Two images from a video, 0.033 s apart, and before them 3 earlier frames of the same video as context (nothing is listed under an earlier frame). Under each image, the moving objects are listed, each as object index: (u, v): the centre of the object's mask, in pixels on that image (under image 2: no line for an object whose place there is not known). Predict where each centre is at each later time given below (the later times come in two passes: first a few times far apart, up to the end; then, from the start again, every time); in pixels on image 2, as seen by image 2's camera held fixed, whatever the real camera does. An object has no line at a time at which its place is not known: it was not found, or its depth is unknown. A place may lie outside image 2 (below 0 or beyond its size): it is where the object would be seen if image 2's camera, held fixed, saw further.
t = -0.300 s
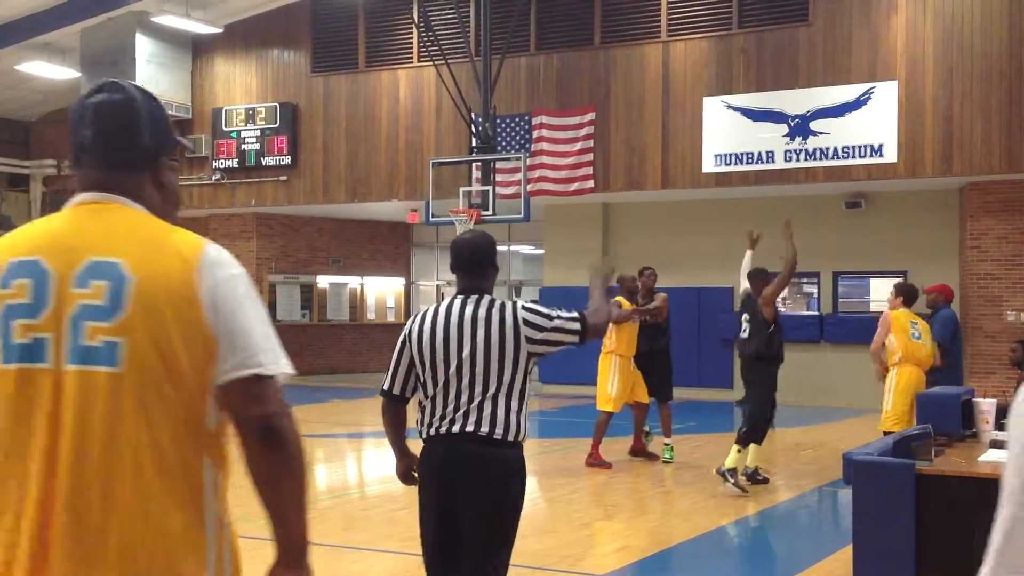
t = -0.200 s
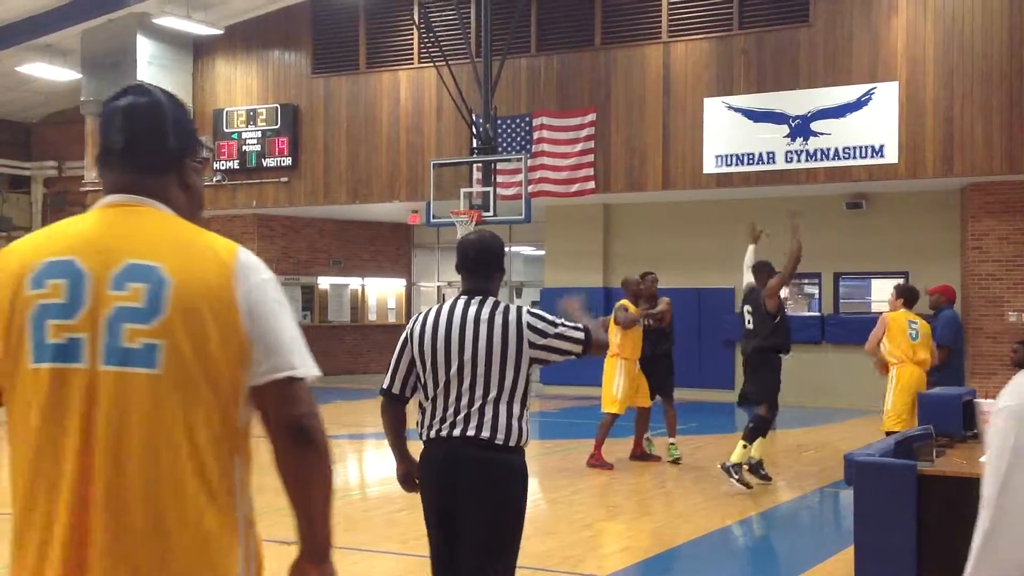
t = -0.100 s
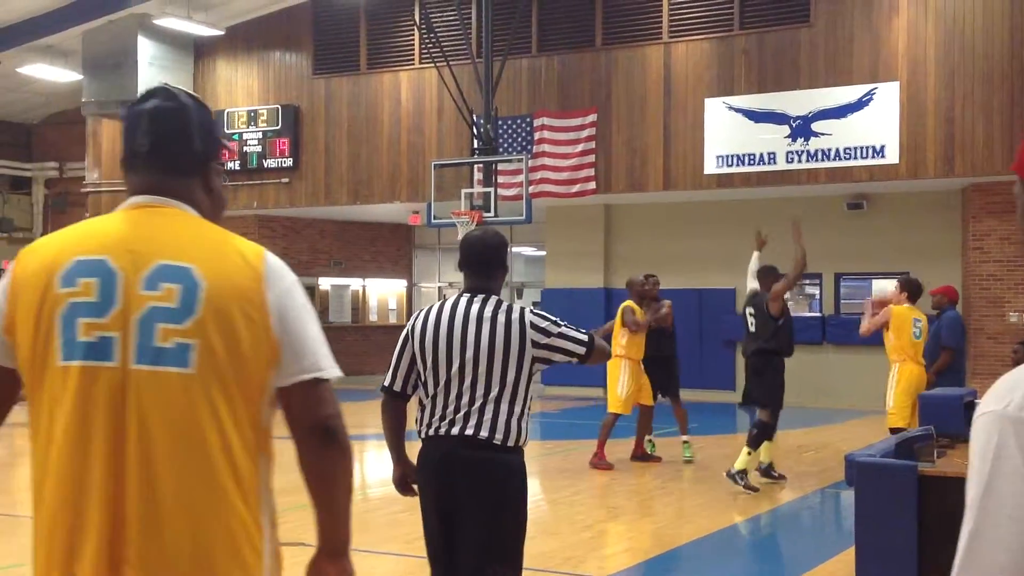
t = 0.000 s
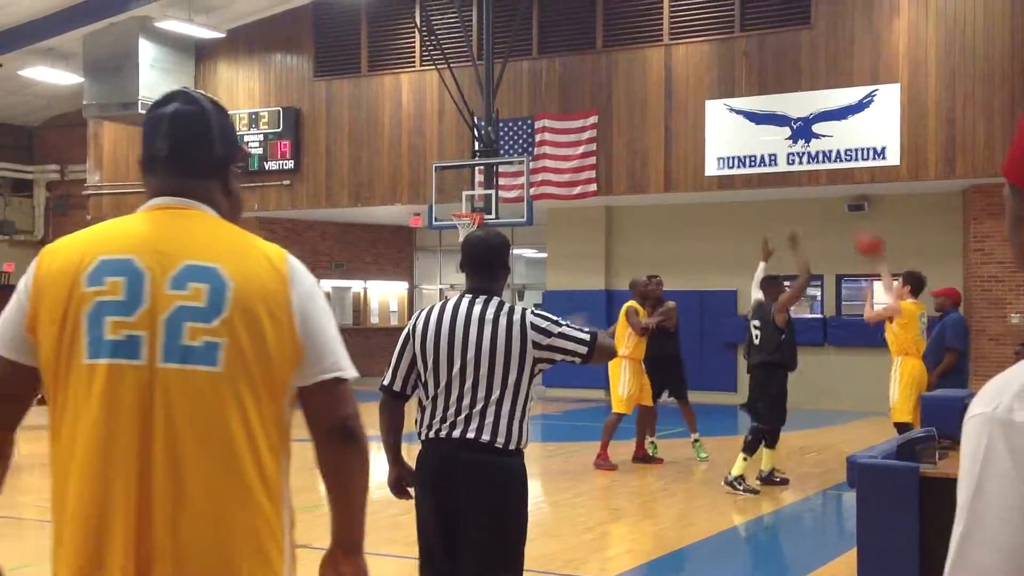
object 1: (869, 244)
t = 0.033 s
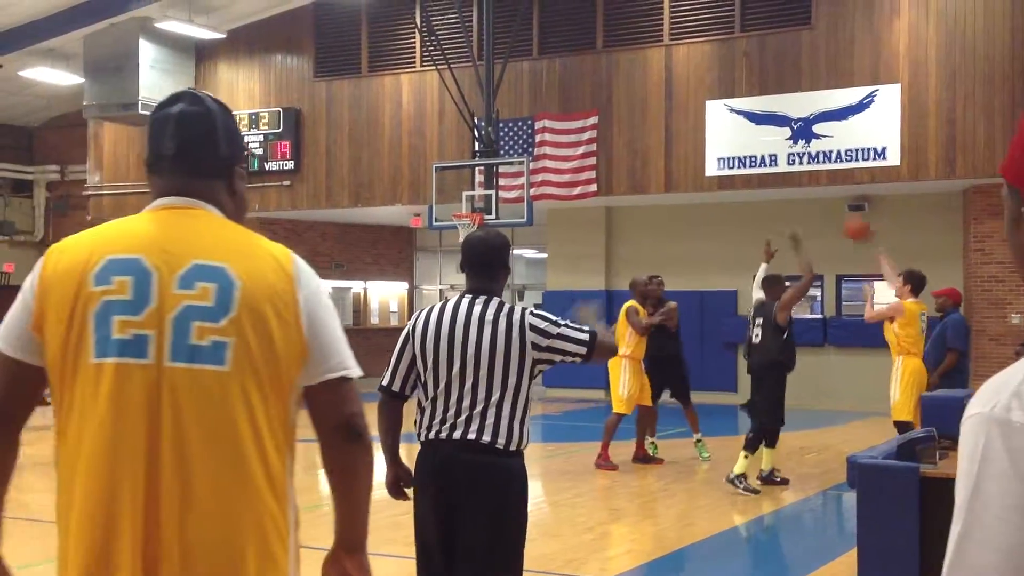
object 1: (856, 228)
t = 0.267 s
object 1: (763, 160)
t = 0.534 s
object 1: (658, 152)
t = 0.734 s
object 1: (572, 200)
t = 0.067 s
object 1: (843, 215)
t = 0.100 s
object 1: (830, 204)
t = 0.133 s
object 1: (816, 192)
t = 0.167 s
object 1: (804, 182)
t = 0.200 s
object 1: (790, 175)
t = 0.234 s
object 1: (777, 165)
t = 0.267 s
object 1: (763, 160)
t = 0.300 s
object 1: (751, 156)
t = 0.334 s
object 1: (737, 151)
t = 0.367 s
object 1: (723, 149)
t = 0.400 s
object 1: (710, 147)
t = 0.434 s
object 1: (696, 146)
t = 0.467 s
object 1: (683, 146)
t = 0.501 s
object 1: (671, 147)
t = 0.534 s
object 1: (658, 152)
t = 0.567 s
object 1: (643, 156)
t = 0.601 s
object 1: (631, 161)
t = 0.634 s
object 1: (615, 169)
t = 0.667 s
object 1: (602, 175)
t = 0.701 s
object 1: (587, 187)
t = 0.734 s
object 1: (572, 200)
